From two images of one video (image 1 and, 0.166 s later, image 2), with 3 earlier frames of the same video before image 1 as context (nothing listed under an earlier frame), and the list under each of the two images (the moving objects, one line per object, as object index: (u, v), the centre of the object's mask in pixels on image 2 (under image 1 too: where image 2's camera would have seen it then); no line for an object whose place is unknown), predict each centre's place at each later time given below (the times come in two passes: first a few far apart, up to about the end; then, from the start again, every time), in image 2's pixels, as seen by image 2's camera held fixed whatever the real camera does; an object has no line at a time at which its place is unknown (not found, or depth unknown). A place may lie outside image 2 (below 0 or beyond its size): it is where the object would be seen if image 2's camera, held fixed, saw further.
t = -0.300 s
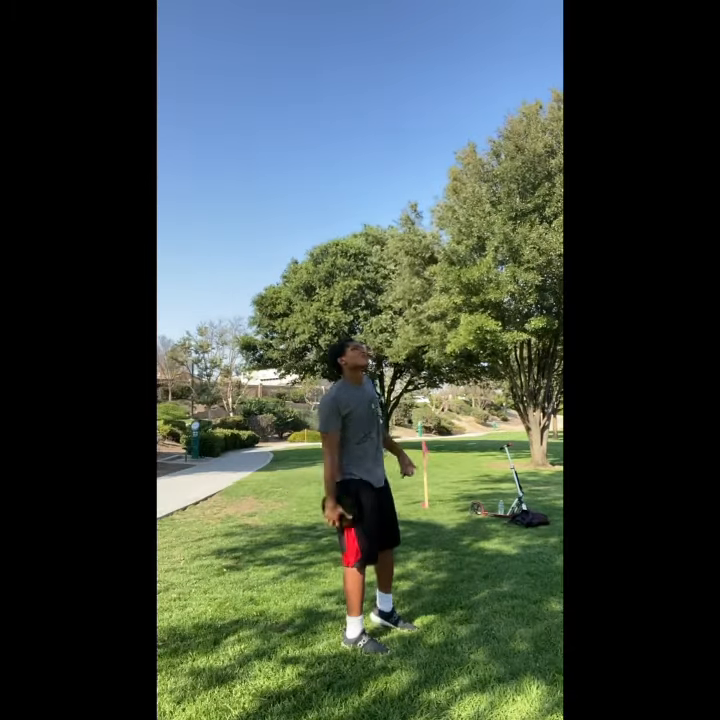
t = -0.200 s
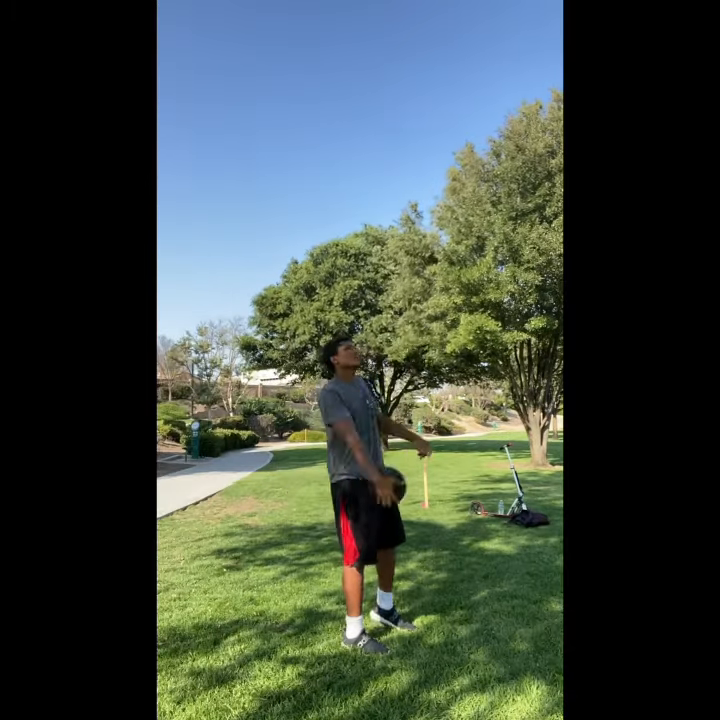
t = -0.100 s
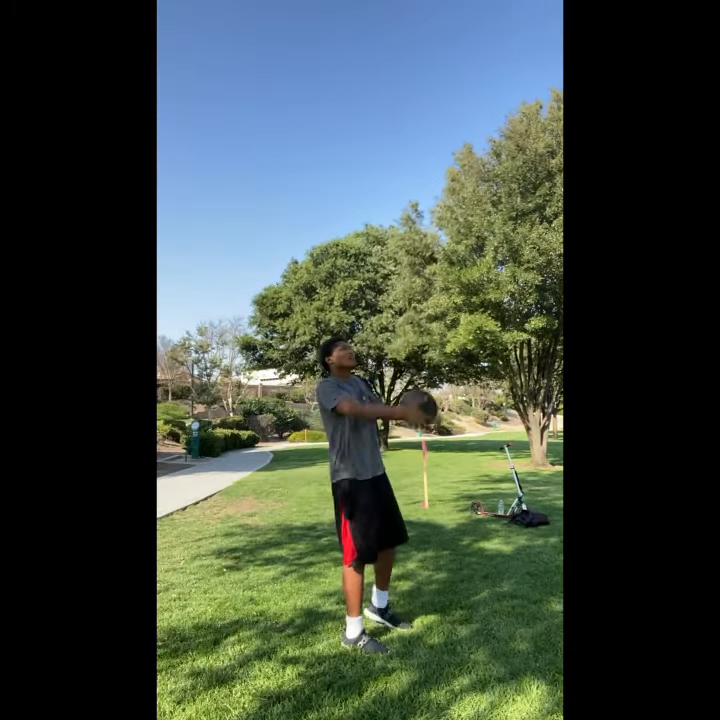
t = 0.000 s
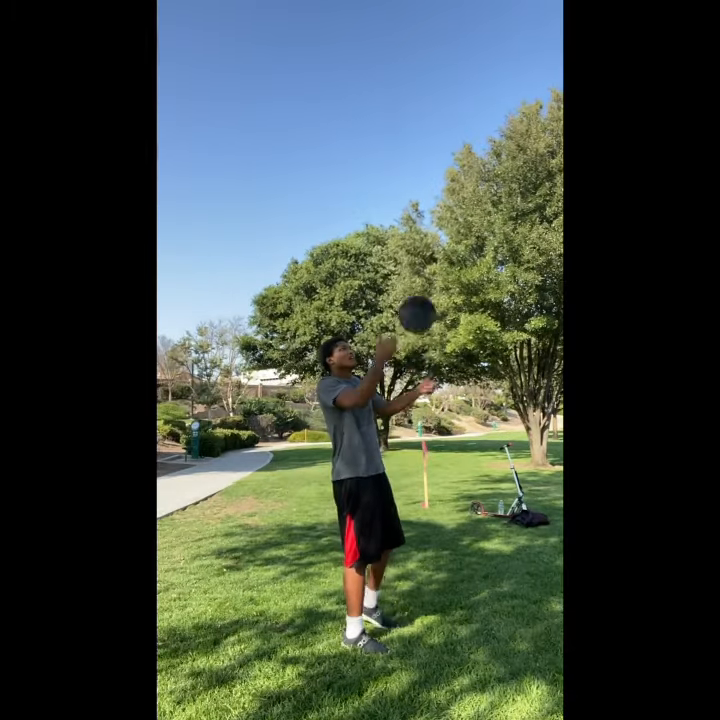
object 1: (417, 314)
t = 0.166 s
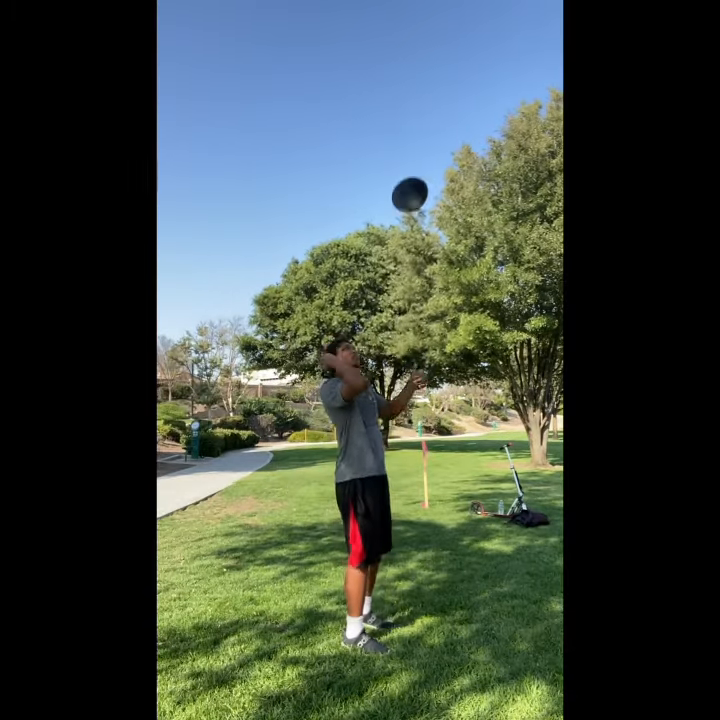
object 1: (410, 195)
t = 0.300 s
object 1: (405, 134)
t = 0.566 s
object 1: (401, 100)
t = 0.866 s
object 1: (401, 200)
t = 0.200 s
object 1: (408, 176)
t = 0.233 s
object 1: (407, 160)
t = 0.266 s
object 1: (406, 146)
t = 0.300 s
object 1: (405, 134)
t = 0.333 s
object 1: (405, 123)
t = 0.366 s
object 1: (404, 115)
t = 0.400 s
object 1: (403, 108)
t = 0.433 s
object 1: (402, 103)
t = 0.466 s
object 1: (402, 100)
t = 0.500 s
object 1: (402, 98)
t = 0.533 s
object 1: (401, 98)
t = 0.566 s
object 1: (401, 100)
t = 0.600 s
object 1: (401, 104)
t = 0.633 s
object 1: (400, 110)
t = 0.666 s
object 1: (400, 117)
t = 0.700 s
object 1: (400, 126)
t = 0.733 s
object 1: (400, 137)
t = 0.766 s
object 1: (400, 150)
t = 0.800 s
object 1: (400, 165)
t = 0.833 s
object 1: (401, 182)
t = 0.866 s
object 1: (401, 200)
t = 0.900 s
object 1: (402, 220)
